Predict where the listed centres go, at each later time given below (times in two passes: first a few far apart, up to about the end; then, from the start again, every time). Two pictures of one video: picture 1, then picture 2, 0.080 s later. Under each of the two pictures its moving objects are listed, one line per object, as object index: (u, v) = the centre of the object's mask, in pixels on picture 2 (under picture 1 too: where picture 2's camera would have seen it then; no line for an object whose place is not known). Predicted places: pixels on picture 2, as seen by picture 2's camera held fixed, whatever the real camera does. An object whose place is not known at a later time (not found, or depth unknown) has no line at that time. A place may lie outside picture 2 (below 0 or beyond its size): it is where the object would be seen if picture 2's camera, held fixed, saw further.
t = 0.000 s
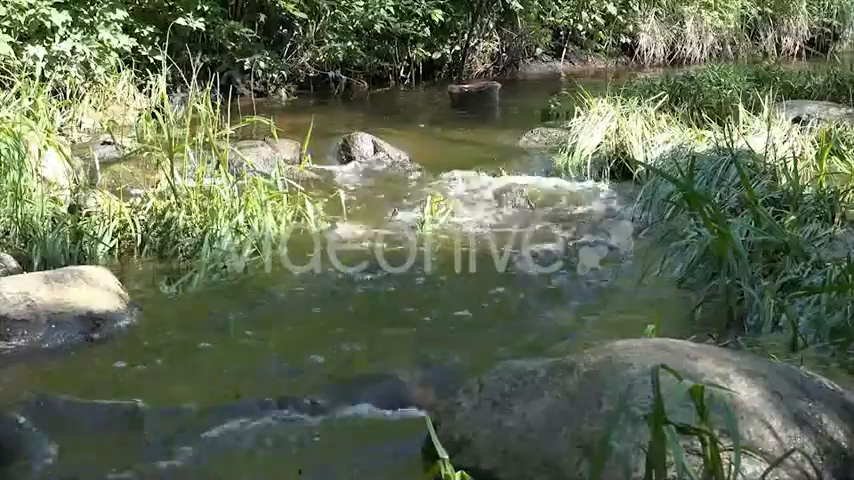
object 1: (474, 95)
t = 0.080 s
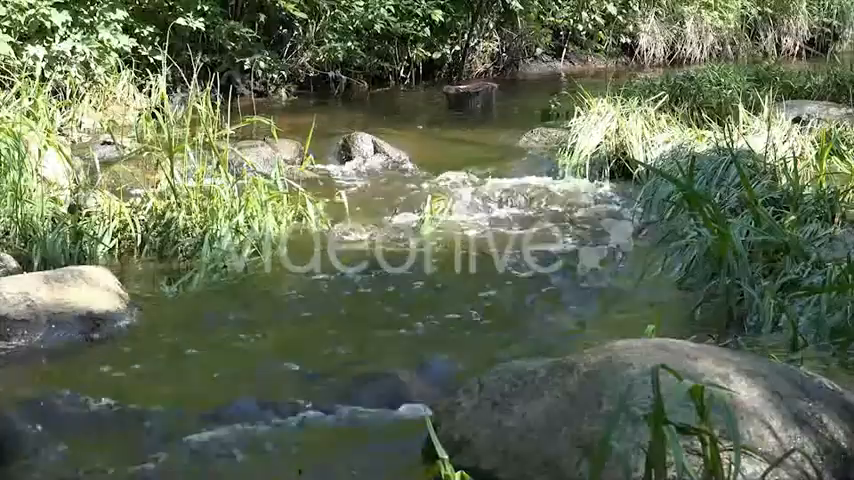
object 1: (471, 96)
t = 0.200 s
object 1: (464, 95)
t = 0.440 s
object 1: (452, 98)
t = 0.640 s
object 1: (445, 99)
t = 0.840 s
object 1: (438, 100)
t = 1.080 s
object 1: (430, 102)
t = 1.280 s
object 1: (425, 103)
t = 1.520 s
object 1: (419, 104)
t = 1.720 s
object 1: (415, 106)
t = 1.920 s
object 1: (411, 108)
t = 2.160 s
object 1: (409, 109)
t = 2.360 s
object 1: (408, 112)
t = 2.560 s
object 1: (408, 115)
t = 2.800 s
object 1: (413, 119)
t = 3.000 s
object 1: (423, 123)
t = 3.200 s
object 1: (438, 132)
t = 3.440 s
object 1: (455, 147)
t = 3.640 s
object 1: (442, 146)
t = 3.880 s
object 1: (428, 153)
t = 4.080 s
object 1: (418, 157)
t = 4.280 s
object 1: (403, 170)
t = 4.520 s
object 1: (388, 165)
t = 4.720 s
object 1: (377, 171)
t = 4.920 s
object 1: (365, 176)
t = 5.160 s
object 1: (350, 178)
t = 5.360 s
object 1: (346, 181)
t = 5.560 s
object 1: (343, 190)
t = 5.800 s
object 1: (342, 189)
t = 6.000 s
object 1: (338, 186)
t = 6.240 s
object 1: (331, 187)
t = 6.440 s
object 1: (336, 188)
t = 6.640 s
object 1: (336, 189)
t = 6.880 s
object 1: (336, 189)
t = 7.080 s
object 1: (334, 188)
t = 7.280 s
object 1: (333, 188)
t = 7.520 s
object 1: (335, 188)
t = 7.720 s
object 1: (335, 188)
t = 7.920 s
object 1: (333, 188)
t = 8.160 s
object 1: (333, 188)
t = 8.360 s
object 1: (335, 188)
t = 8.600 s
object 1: (334, 188)
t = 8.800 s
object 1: (335, 188)
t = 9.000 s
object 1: (335, 188)
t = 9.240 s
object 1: (333, 188)
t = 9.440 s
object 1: (333, 188)
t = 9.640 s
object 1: (335, 188)
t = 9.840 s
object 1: (334, 188)
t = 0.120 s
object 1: (469, 96)
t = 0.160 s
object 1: (467, 96)
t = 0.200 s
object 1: (464, 95)
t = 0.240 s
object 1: (459, 96)
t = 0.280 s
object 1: (459, 96)
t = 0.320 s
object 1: (457, 96)
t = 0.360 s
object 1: (456, 96)
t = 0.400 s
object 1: (453, 97)
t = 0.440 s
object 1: (452, 98)
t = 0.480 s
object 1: (449, 98)
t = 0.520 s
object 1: (448, 98)
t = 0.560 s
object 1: (447, 99)
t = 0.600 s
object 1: (446, 99)
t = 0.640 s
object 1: (445, 99)
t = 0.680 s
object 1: (443, 99)
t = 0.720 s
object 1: (441, 99)
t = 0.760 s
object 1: (440, 100)
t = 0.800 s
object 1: (439, 100)
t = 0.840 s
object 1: (438, 100)
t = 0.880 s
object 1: (436, 101)
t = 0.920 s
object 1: (435, 101)
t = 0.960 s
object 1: (433, 101)
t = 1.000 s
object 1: (432, 101)
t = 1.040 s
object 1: (431, 101)
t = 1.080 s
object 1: (430, 102)
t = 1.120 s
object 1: (429, 102)
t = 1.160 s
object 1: (428, 102)
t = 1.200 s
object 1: (426, 102)
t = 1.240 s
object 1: (426, 102)
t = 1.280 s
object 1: (425, 103)
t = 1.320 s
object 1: (424, 103)
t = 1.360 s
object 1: (423, 103)
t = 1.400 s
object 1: (421, 104)
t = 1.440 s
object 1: (420, 104)
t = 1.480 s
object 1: (419, 104)
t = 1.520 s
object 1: (419, 104)
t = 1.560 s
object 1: (418, 105)
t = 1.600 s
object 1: (417, 105)
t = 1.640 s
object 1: (416, 105)
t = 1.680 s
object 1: (415, 105)
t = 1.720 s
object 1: (415, 106)
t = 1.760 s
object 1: (415, 105)
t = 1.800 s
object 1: (415, 106)
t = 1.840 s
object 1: (414, 106)
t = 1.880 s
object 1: (412, 108)
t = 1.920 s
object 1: (411, 108)
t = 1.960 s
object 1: (411, 108)
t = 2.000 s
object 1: (410, 109)
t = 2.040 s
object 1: (410, 109)
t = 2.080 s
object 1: (410, 109)
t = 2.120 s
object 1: (409, 109)
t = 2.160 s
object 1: (409, 109)
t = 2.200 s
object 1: (409, 110)
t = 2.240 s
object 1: (409, 110)
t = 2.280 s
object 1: (409, 111)
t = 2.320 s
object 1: (408, 111)
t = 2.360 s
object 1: (408, 112)
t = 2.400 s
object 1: (408, 112)
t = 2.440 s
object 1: (408, 113)
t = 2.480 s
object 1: (408, 113)
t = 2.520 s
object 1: (408, 114)
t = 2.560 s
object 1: (408, 115)
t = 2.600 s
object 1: (409, 115)
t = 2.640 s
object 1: (410, 116)
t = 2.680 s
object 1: (410, 117)
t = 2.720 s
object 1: (411, 117)
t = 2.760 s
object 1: (412, 118)
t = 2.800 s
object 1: (413, 119)
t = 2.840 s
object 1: (414, 119)
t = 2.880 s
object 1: (416, 120)
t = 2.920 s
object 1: (418, 121)
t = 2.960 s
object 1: (421, 122)
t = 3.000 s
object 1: (423, 123)
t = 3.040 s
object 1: (425, 125)
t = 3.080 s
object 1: (428, 127)
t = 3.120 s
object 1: (431, 128)
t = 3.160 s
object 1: (435, 130)
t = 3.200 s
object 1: (438, 132)
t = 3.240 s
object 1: (442, 134)
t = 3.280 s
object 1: (445, 137)
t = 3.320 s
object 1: (448, 140)
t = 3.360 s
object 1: (451, 143)
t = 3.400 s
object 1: (453, 145)
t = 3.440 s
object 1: (455, 147)
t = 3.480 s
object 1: (456, 147)
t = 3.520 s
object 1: (453, 146)
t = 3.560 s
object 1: (450, 145)
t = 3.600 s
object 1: (446, 146)
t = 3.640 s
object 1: (442, 146)
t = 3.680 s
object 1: (439, 148)
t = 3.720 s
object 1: (435, 149)
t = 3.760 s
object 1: (435, 150)
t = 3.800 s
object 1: (432, 150)
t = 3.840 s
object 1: (428, 152)
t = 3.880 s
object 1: (428, 153)
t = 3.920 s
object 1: (426, 153)
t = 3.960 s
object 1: (425, 154)
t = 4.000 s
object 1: (423, 153)
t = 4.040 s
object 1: (421, 156)
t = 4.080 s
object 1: (418, 157)
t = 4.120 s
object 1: (416, 159)
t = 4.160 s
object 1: (413, 162)
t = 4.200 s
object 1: (410, 164)
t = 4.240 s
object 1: (407, 167)
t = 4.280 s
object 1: (403, 170)
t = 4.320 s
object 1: (402, 168)
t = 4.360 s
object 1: (400, 167)
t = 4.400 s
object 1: (397, 166)
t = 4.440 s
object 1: (394, 164)
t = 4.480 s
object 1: (391, 164)
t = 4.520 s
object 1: (388, 165)
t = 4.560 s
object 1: (386, 165)
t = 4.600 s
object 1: (383, 166)
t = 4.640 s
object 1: (380, 167)
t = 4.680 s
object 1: (378, 169)
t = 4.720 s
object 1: (377, 171)
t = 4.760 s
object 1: (375, 172)
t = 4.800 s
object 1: (373, 174)
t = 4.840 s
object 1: (368, 176)
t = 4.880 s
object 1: (366, 176)
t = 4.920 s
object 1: (365, 176)
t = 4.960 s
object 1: (361, 176)
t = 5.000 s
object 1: (360, 177)
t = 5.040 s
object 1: (356, 177)
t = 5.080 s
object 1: (354, 176)
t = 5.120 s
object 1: (352, 177)
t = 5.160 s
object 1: (350, 178)
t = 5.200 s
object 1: (349, 179)
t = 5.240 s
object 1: (348, 179)
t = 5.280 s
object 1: (347, 180)
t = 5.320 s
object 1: (347, 180)
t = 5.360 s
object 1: (346, 181)
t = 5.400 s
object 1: (345, 182)
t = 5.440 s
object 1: (344, 185)
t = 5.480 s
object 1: (345, 186)
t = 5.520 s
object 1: (343, 188)
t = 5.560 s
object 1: (343, 190)
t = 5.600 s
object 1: (344, 192)
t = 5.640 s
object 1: (343, 193)
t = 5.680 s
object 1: (344, 193)
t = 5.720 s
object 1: (344, 190)
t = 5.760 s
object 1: (343, 189)
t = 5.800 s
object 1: (342, 189)
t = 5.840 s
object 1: (346, 188)
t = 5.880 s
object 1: (340, 189)
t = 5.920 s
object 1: (340, 187)
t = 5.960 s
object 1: (337, 187)
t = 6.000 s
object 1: (338, 186)
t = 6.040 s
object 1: (336, 186)
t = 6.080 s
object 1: (335, 187)
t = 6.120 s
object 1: (333, 188)
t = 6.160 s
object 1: (332, 188)
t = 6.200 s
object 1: (331, 187)
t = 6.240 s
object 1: (331, 187)
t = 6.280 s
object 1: (334, 188)
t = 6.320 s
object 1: (331, 188)
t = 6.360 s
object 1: (335, 188)
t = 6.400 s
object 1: (332, 188)
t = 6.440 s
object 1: (336, 188)
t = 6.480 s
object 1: (333, 188)
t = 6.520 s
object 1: (336, 188)
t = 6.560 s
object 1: (336, 188)
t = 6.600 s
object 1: (333, 188)
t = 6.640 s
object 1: (336, 189)
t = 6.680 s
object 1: (336, 188)
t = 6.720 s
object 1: (336, 188)
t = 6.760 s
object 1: (336, 188)
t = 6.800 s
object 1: (333, 188)
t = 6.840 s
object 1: (332, 188)
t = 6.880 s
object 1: (336, 189)
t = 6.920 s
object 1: (336, 189)
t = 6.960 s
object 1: (336, 188)
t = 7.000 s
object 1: (335, 188)
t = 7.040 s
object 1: (333, 188)
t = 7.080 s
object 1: (334, 188)
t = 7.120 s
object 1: (334, 188)
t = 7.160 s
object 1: (333, 189)
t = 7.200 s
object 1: (333, 189)
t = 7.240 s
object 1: (333, 188)
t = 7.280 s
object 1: (333, 188)
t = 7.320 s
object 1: (333, 188)
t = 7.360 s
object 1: (333, 188)
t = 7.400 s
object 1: (333, 188)
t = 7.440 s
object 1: (334, 188)
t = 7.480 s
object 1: (334, 188)
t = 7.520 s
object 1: (335, 188)
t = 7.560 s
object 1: (335, 188)
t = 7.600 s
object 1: (335, 188)
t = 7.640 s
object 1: (333, 188)
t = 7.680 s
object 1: (335, 188)
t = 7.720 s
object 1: (335, 188)
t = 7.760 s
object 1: (335, 188)
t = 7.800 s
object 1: (333, 188)
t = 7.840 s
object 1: (333, 188)
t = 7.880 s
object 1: (333, 188)
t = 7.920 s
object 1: (333, 188)
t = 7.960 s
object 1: (333, 188)
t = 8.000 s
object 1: (333, 188)
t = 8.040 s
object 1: (333, 188)
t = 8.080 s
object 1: (333, 188)
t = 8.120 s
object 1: (333, 188)
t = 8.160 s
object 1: (333, 188)
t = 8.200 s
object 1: (333, 188)
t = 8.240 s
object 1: (333, 188)
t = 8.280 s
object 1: (333, 188)
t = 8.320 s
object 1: (335, 188)
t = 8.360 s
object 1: (335, 188)
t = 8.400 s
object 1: (335, 188)
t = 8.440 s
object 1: (335, 188)
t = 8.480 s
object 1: (335, 188)
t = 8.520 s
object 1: (333, 188)
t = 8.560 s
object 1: (334, 188)
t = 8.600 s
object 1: (334, 188)
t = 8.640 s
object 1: (334, 188)
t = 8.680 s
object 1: (334, 188)
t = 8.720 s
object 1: (335, 188)
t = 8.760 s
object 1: (335, 188)
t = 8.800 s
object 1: (335, 188)
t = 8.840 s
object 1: (335, 188)
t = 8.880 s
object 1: (335, 188)
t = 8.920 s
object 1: (335, 188)
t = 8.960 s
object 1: (333, 188)
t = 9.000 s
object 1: (335, 188)
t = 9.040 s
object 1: (334, 188)
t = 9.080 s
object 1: (333, 188)
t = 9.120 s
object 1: (333, 188)
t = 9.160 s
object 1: (333, 188)
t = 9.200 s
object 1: (333, 188)
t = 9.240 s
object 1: (333, 188)
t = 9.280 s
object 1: (333, 188)
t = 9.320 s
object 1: (333, 188)
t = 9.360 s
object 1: (333, 188)
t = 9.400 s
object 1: (333, 188)
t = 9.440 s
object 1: (333, 188)
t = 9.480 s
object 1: (335, 188)
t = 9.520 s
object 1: (335, 188)
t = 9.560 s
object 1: (335, 188)
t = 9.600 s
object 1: (335, 188)
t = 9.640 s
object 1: (335, 188)
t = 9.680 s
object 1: (333, 188)
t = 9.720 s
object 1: (335, 188)
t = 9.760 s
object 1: (334, 188)
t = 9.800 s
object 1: (334, 188)
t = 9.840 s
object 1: (334, 188)
